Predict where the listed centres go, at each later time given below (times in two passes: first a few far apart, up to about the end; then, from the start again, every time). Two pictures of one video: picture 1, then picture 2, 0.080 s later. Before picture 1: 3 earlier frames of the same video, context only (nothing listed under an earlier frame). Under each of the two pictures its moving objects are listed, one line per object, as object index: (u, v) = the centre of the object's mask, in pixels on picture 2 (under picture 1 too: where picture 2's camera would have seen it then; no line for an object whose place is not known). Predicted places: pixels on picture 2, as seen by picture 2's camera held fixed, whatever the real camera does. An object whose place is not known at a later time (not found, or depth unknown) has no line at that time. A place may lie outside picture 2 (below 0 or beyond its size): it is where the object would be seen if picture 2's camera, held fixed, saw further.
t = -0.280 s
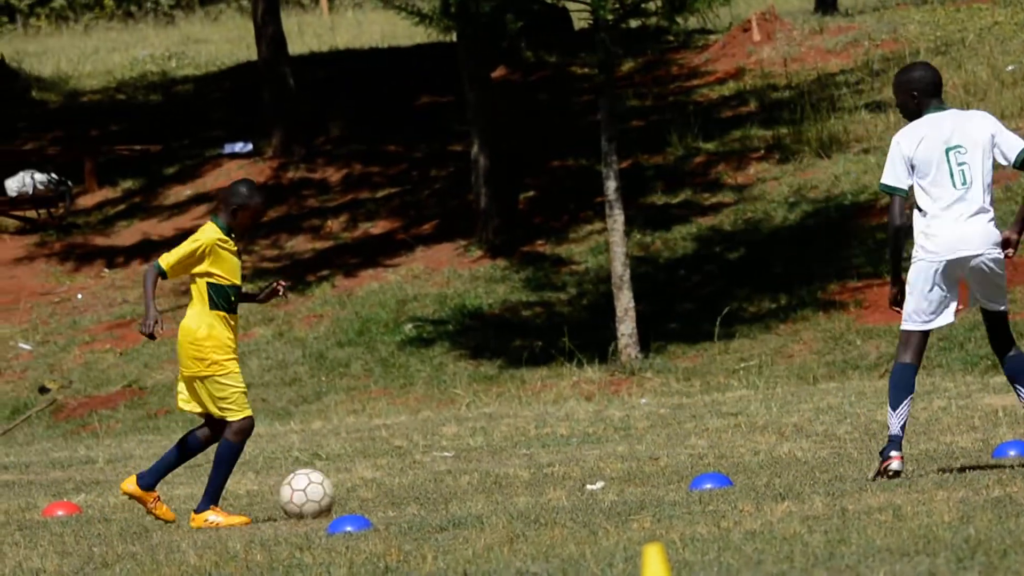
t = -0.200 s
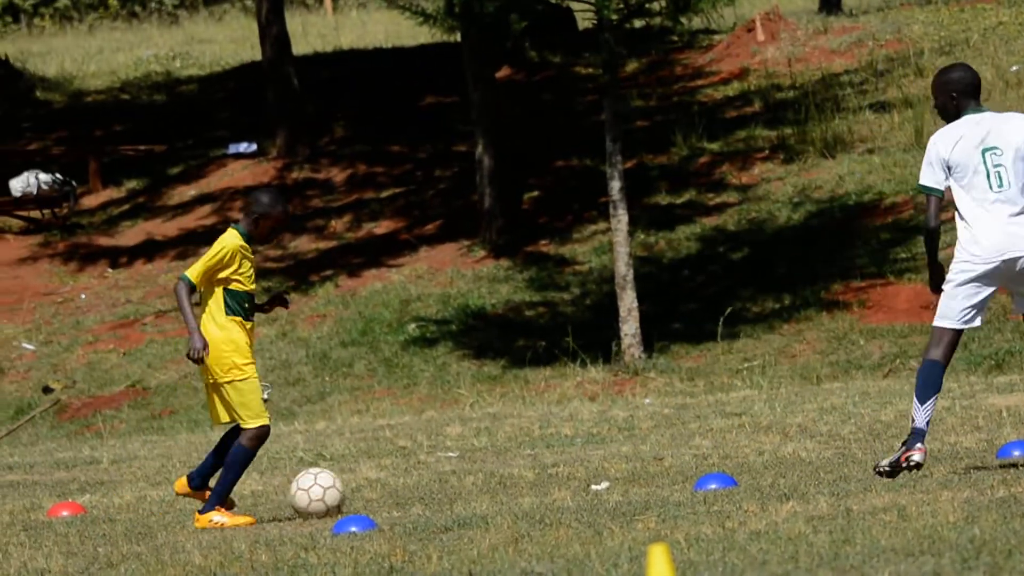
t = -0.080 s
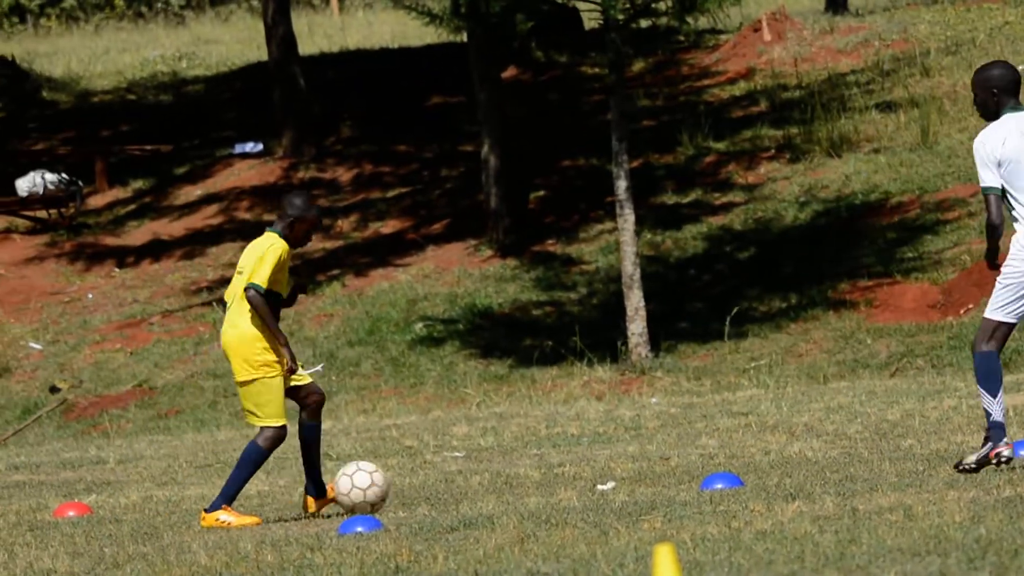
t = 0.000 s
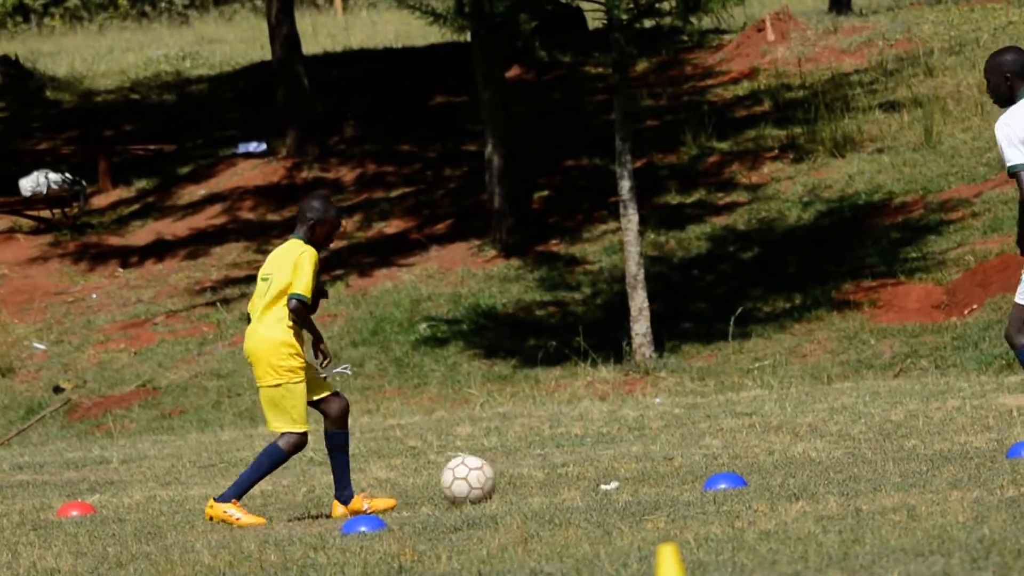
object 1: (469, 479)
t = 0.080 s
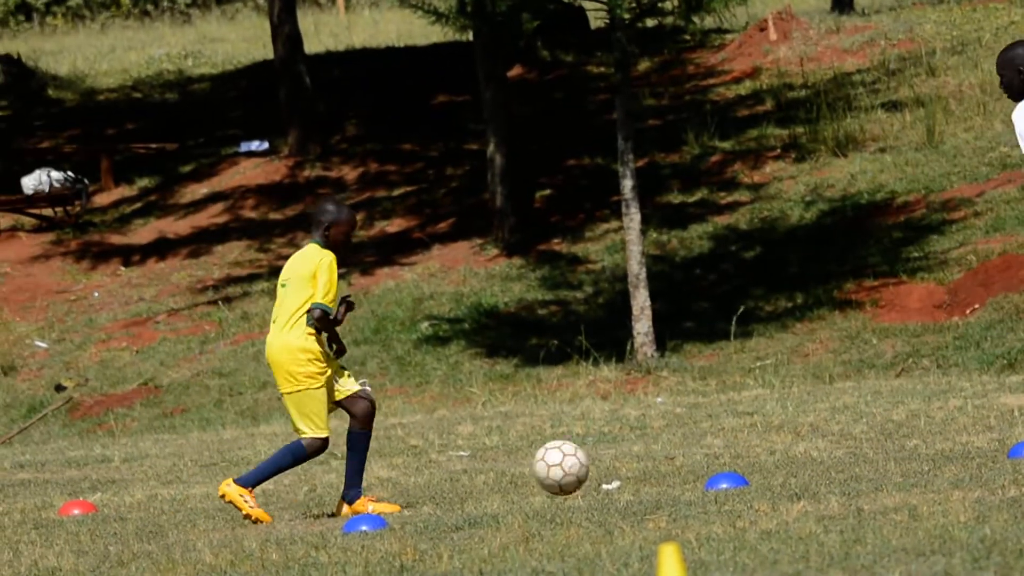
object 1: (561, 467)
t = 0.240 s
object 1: (726, 448)
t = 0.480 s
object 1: (937, 449)
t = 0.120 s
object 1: (606, 465)
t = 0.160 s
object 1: (653, 465)
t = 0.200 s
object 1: (692, 460)
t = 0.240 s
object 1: (726, 448)
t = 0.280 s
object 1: (761, 441)
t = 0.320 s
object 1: (795, 436)
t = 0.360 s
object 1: (830, 434)
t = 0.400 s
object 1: (866, 437)
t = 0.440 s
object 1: (902, 444)
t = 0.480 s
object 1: (937, 449)
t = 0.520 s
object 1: (968, 441)
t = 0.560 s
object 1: (999, 435)
